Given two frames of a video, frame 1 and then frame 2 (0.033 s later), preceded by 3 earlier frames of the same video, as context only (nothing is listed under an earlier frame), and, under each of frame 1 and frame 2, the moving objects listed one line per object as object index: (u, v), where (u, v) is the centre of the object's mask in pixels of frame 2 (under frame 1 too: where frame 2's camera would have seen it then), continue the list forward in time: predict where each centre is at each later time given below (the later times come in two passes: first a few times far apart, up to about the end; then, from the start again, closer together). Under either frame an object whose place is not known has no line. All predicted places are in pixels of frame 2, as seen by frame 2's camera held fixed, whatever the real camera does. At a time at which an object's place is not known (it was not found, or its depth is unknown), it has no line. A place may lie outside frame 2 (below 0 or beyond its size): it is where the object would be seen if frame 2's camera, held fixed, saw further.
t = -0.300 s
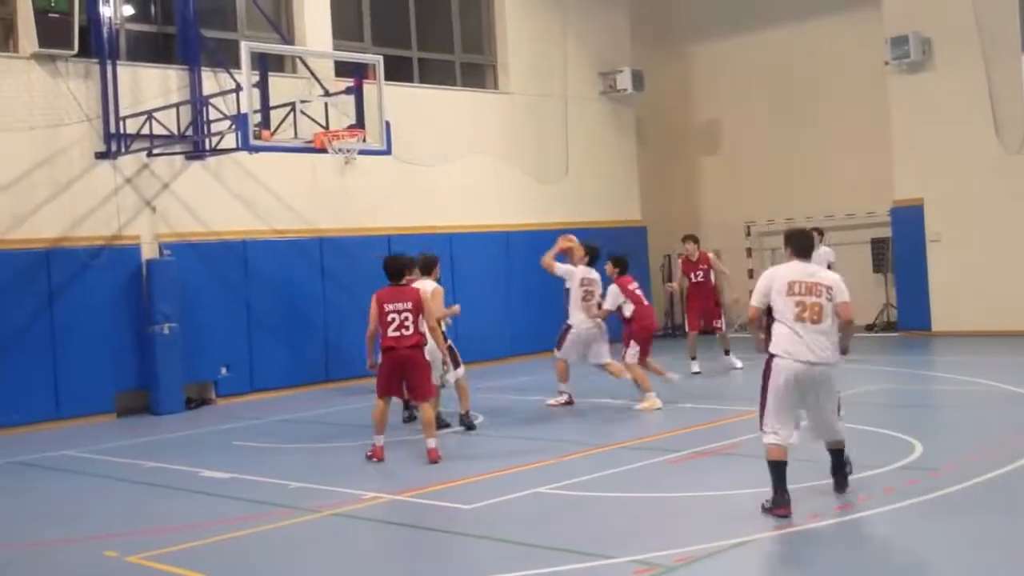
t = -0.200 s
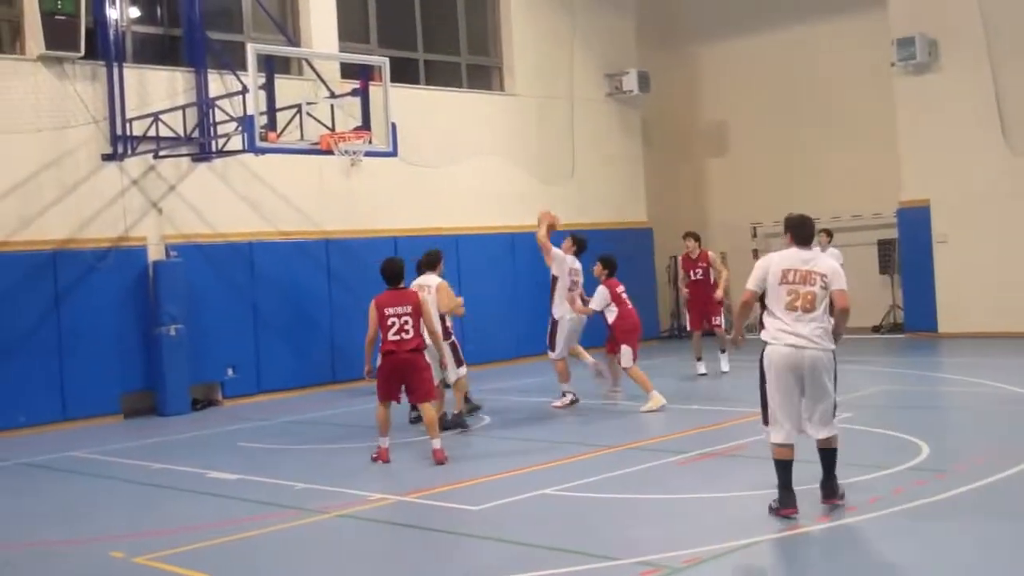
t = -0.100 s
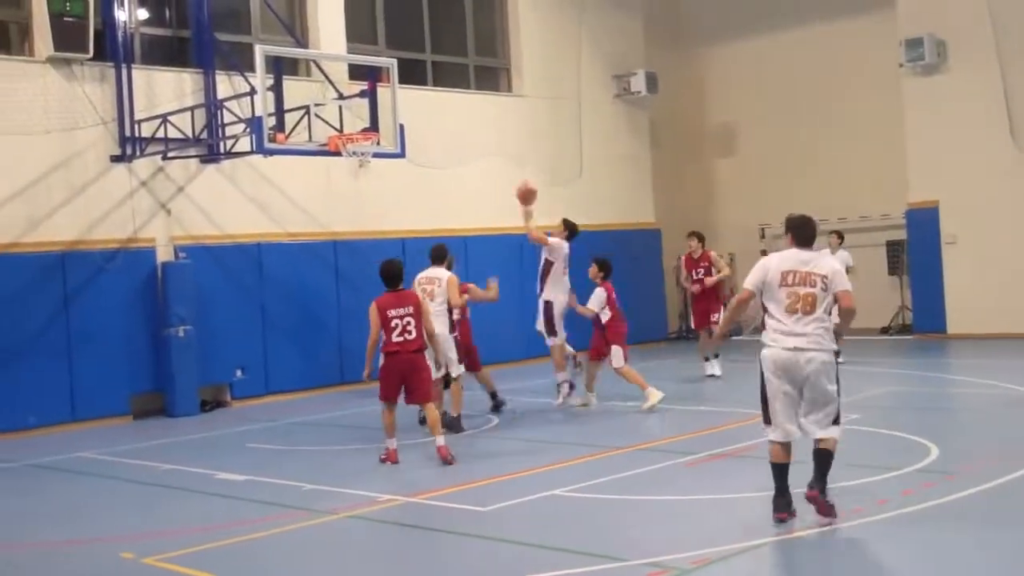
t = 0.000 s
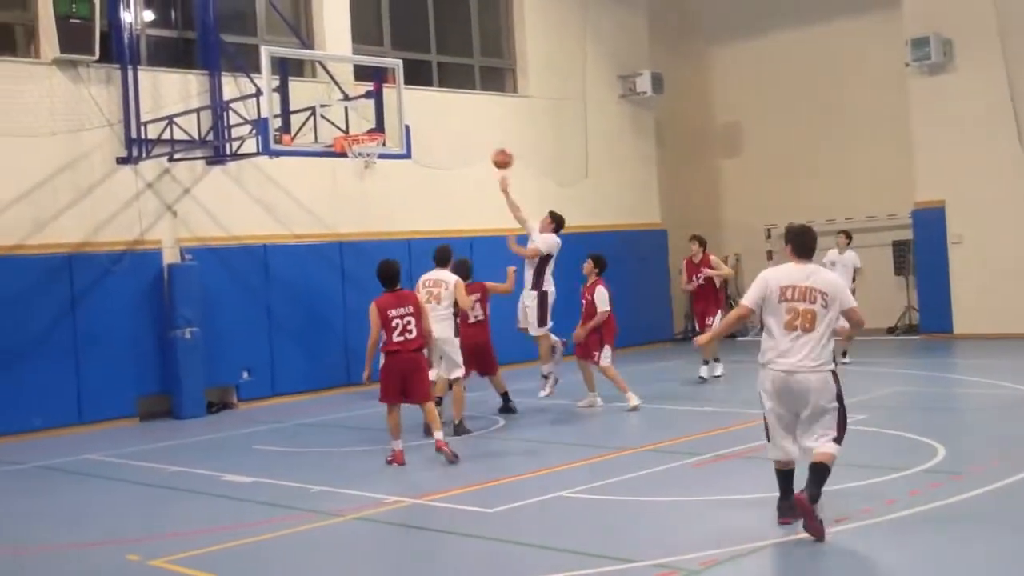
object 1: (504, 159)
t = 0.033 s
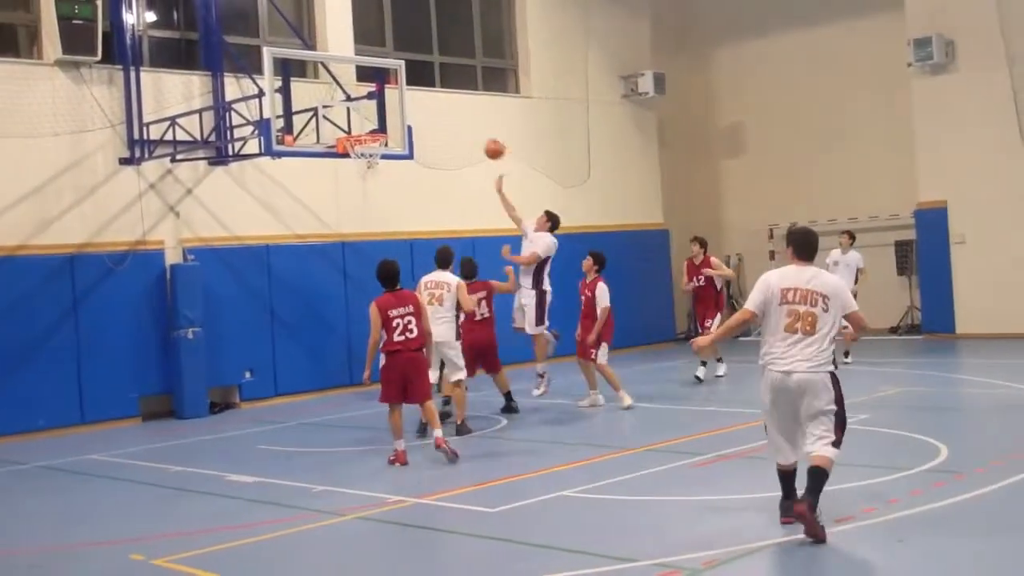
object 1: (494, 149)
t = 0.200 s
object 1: (445, 115)
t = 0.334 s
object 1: (407, 104)
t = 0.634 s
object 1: (361, 123)
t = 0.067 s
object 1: (484, 141)
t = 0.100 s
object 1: (474, 133)
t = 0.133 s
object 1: (465, 125)
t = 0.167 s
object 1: (454, 119)
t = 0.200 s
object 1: (445, 115)
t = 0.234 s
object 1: (435, 112)
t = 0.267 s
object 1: (425, 108)
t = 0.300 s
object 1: (416, 105)
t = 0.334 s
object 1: (407, 104)
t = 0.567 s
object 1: (362, 114)
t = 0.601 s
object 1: (361, 118)
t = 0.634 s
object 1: (361, 123)
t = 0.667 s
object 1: (360, 126)
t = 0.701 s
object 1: (360, 130)
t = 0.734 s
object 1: (361, 143)
